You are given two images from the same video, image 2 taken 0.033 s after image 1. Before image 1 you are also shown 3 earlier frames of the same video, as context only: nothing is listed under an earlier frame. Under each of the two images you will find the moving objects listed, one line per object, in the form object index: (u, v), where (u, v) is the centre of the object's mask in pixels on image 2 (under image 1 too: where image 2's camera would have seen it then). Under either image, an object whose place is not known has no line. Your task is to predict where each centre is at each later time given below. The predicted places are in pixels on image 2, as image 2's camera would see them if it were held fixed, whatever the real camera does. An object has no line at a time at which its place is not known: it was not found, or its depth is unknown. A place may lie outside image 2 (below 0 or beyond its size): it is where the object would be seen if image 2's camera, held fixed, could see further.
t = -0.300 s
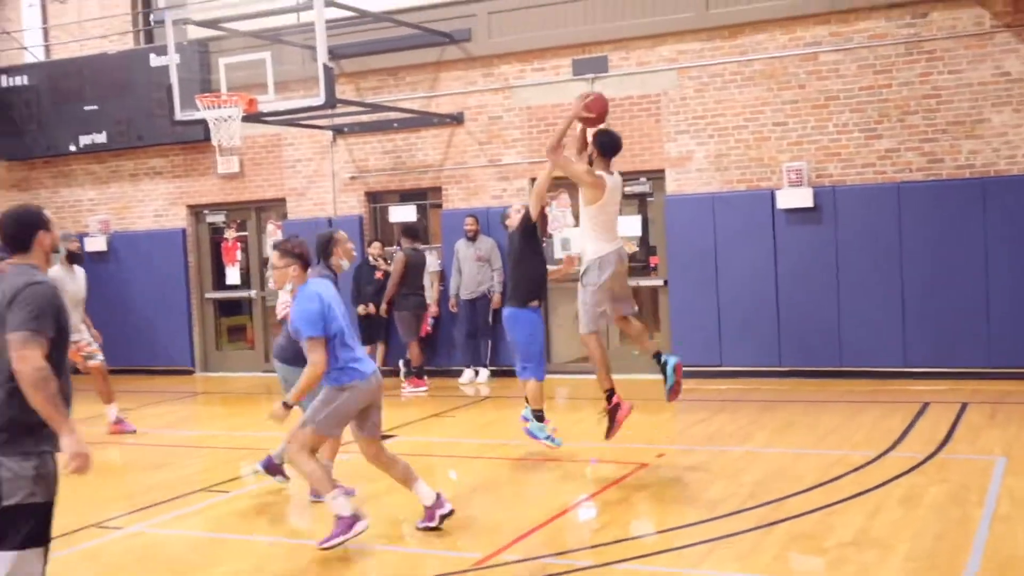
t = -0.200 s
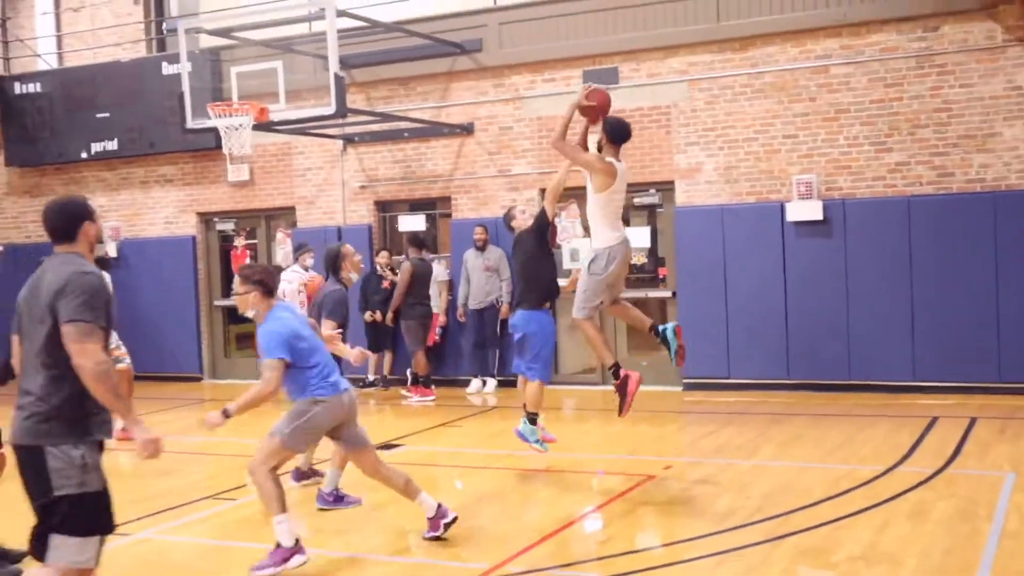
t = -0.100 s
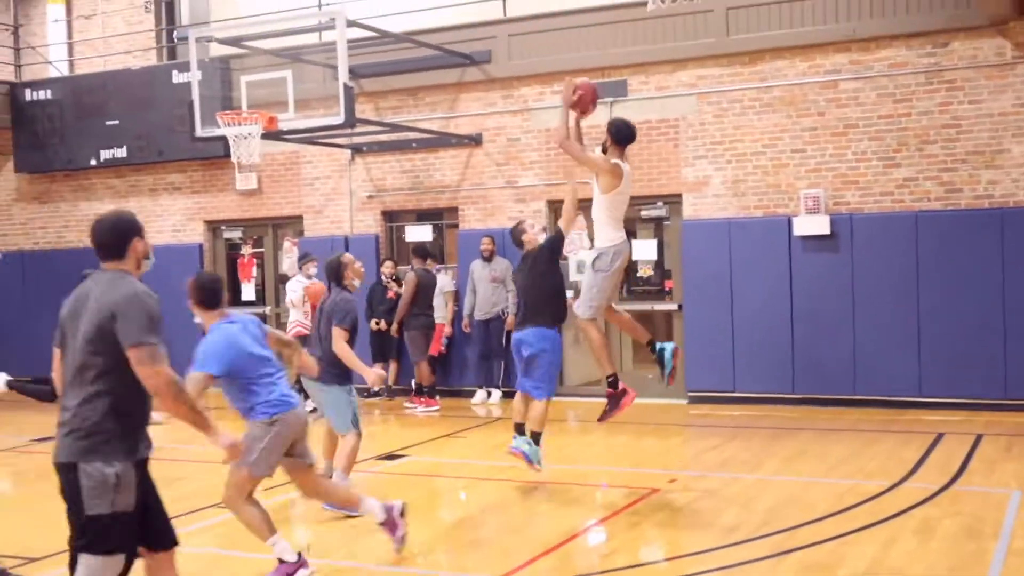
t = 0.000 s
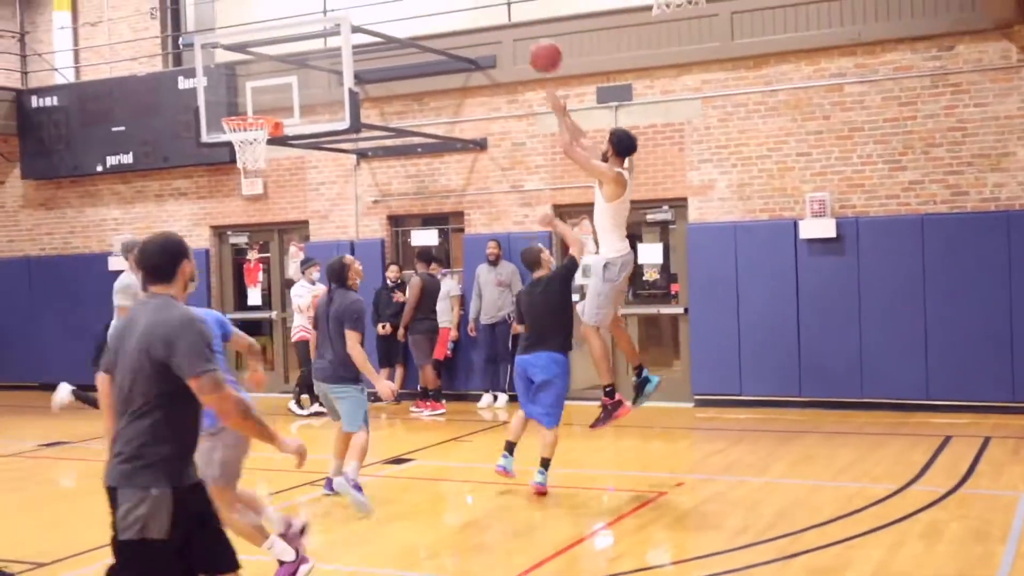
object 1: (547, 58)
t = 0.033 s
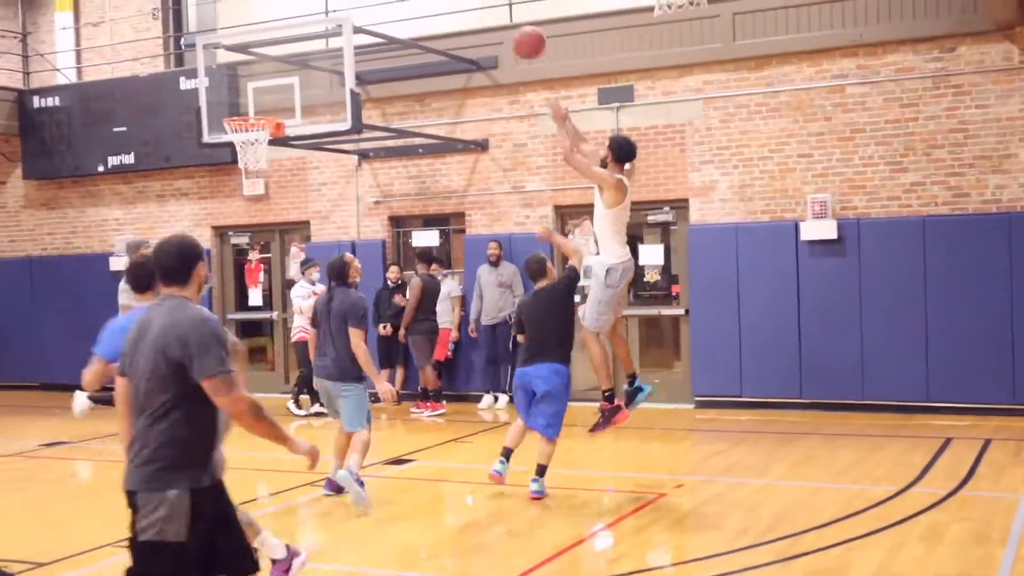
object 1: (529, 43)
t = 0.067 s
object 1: (512, 32)
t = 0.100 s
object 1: (495, 21)
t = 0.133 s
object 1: (479, 14)
